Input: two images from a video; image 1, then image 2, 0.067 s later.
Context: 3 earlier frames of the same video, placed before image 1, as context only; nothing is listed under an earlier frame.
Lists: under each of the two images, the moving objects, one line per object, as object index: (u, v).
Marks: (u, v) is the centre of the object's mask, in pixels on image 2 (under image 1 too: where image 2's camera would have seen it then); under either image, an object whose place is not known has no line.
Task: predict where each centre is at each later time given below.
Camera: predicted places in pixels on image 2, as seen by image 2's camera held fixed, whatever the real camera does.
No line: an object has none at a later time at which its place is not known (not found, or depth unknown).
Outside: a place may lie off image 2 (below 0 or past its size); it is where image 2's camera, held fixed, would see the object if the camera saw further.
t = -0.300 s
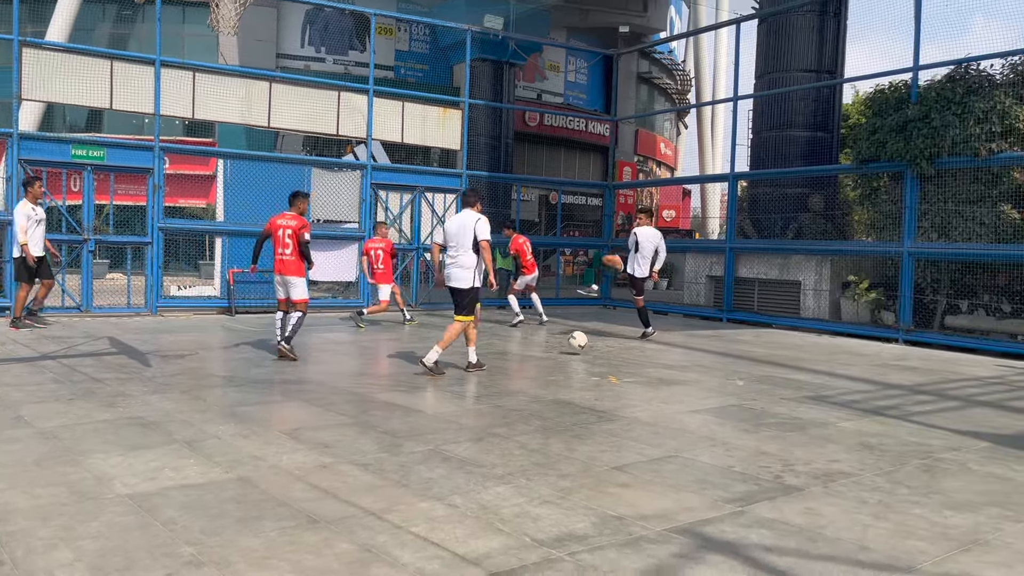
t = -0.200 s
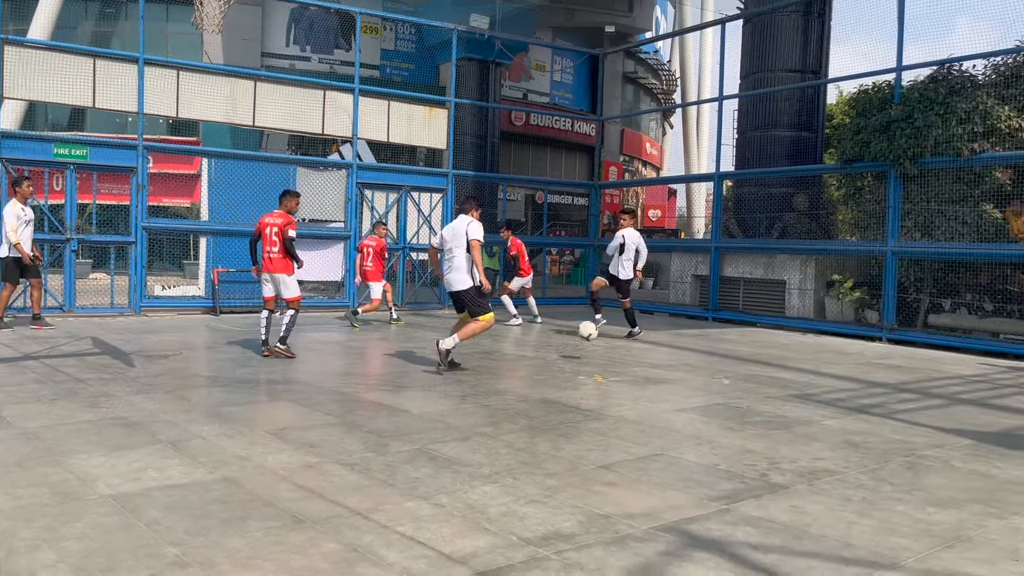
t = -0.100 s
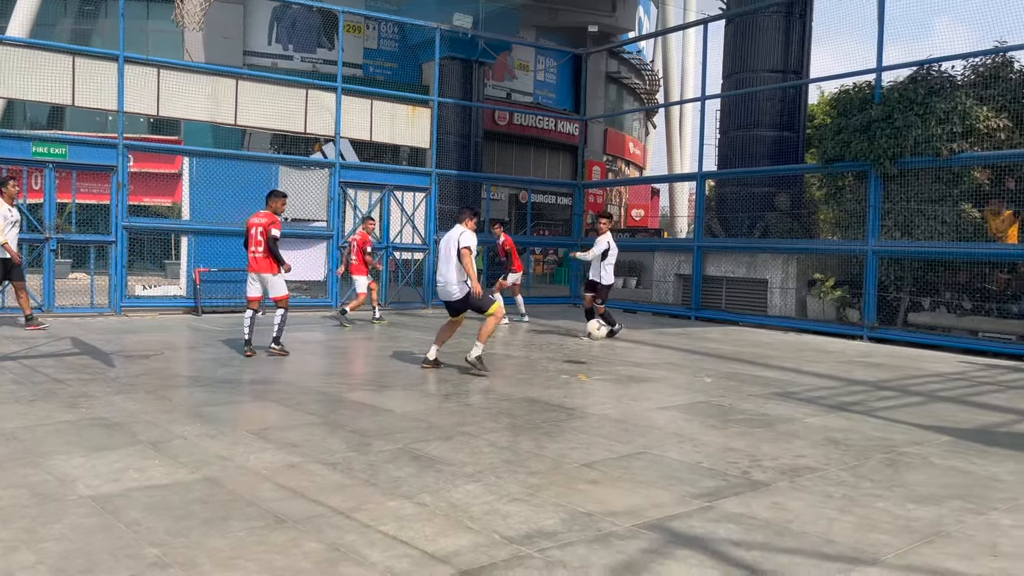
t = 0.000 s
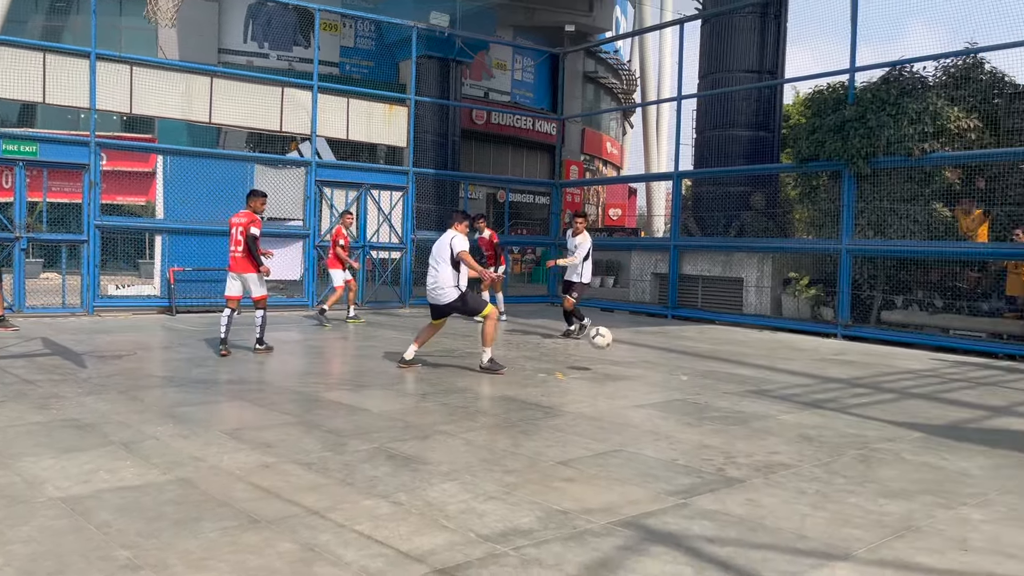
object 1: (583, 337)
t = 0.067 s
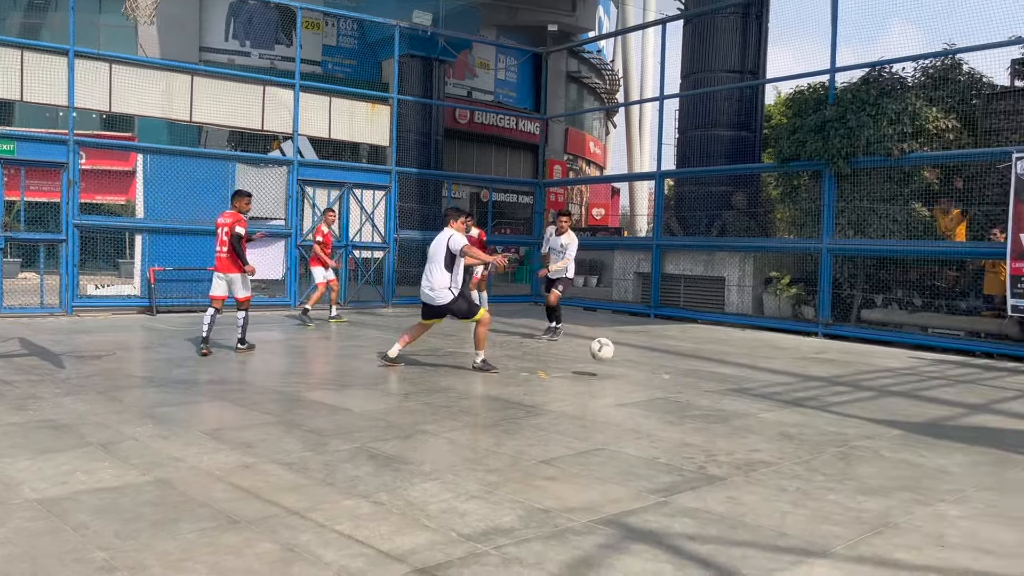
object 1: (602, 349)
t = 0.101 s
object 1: (611, 358)
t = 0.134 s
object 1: (621, 369)
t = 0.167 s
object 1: (631, 371)
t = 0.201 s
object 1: (641, 367)
